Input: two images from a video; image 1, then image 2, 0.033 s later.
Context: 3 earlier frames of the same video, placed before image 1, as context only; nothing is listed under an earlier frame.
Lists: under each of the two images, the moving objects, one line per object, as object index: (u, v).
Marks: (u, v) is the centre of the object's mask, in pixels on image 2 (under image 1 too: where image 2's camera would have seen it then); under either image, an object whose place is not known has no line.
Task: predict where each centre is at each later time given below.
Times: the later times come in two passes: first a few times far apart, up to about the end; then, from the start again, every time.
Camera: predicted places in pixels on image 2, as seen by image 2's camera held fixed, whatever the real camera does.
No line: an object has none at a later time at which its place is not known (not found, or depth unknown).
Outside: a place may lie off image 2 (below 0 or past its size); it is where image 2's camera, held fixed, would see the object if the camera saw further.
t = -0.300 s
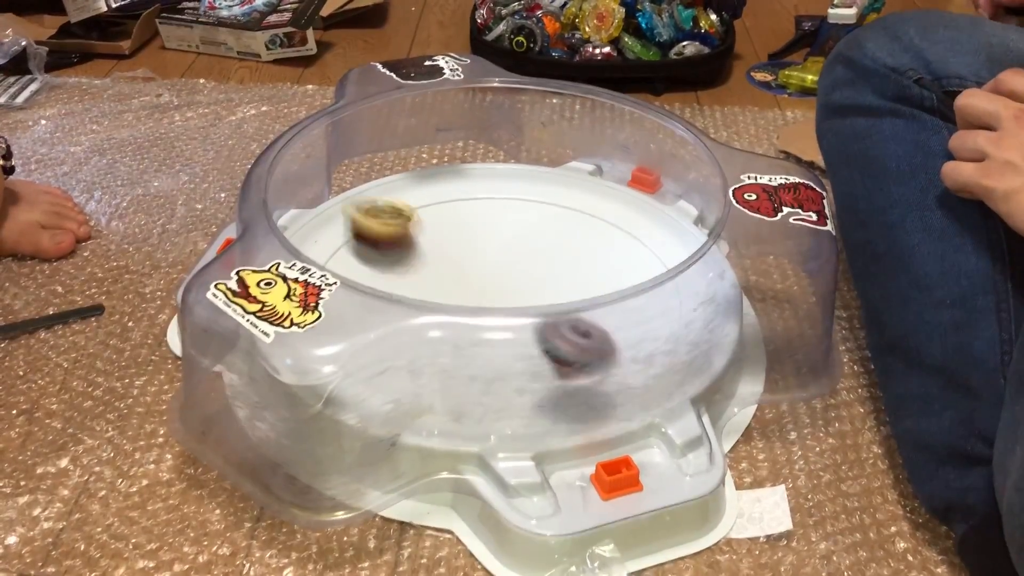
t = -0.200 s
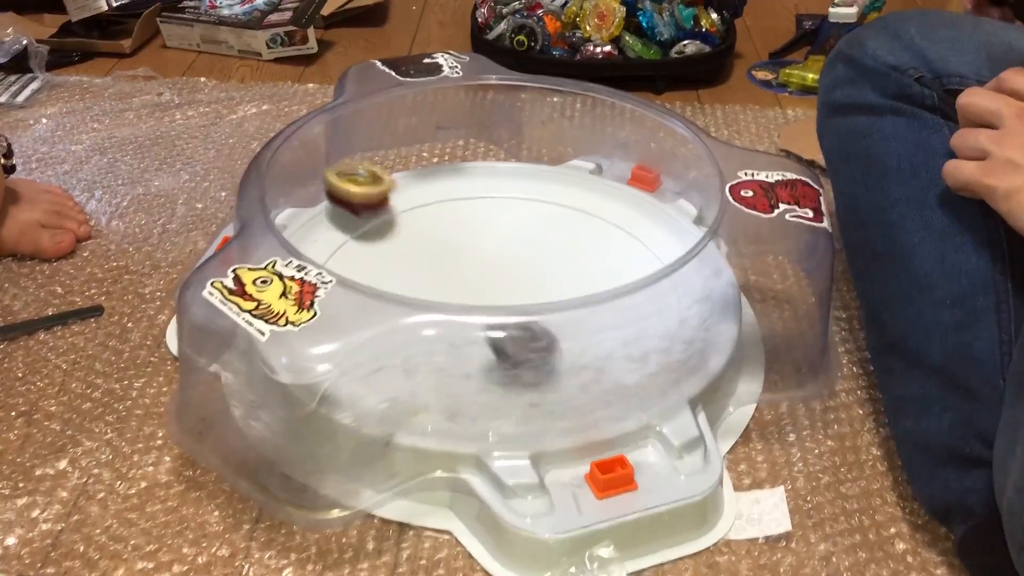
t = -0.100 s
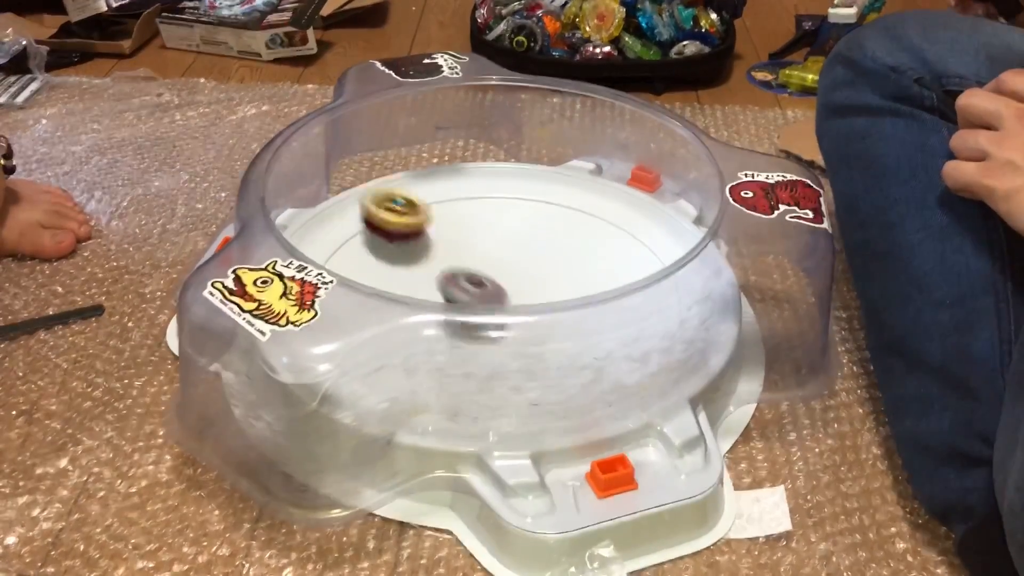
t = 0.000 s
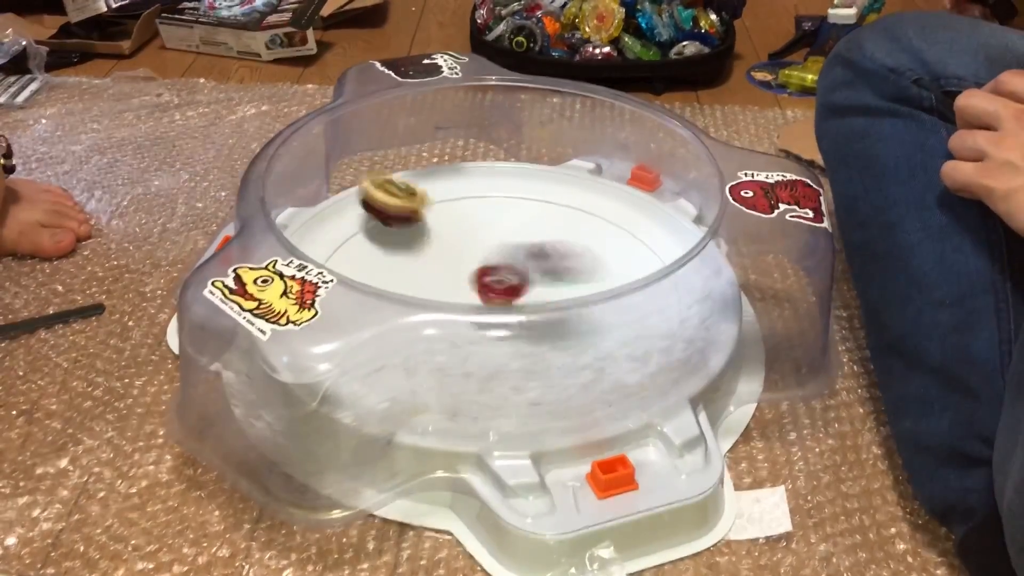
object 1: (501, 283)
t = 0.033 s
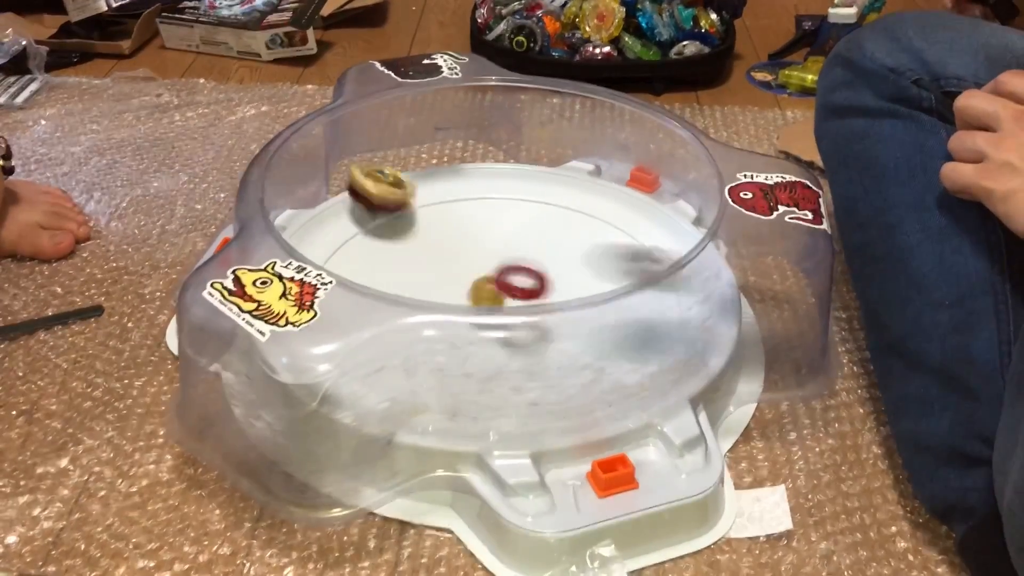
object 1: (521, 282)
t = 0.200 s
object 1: (600, 342)
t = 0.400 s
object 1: (550, 375)
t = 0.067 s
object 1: (544, 290)
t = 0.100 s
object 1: (572, 324)
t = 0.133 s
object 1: (591, 354)
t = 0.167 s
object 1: (596, 341)
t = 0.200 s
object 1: (600, 342)
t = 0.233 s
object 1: (604, 354)
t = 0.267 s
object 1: (605, 374)
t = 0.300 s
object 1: (594, 367)
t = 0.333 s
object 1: (585, 376)
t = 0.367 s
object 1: (568, 374)
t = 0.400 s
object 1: (550, 375)
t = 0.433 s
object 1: (527, 360)
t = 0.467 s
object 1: (504, 355)
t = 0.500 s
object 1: (482, 337)
